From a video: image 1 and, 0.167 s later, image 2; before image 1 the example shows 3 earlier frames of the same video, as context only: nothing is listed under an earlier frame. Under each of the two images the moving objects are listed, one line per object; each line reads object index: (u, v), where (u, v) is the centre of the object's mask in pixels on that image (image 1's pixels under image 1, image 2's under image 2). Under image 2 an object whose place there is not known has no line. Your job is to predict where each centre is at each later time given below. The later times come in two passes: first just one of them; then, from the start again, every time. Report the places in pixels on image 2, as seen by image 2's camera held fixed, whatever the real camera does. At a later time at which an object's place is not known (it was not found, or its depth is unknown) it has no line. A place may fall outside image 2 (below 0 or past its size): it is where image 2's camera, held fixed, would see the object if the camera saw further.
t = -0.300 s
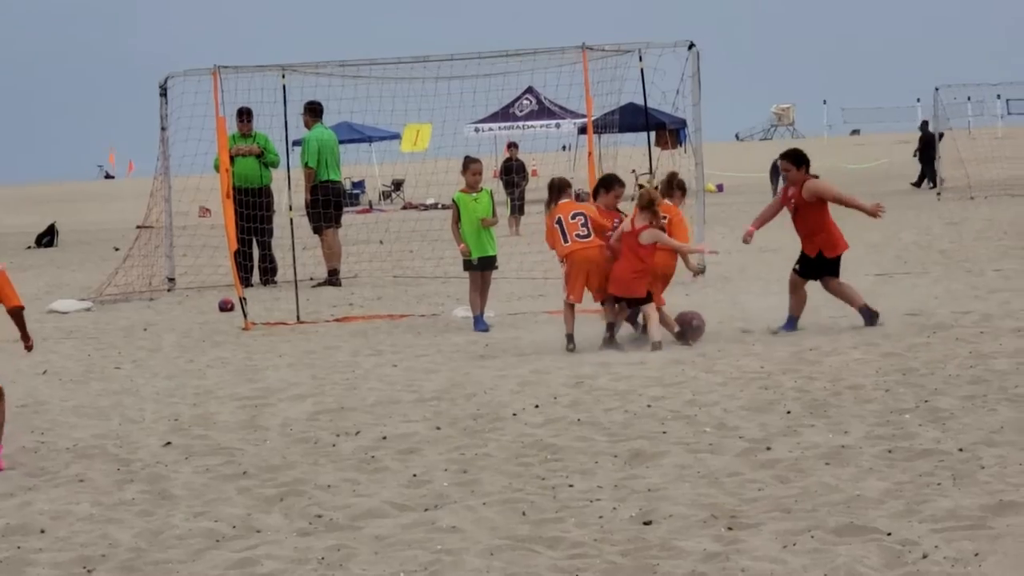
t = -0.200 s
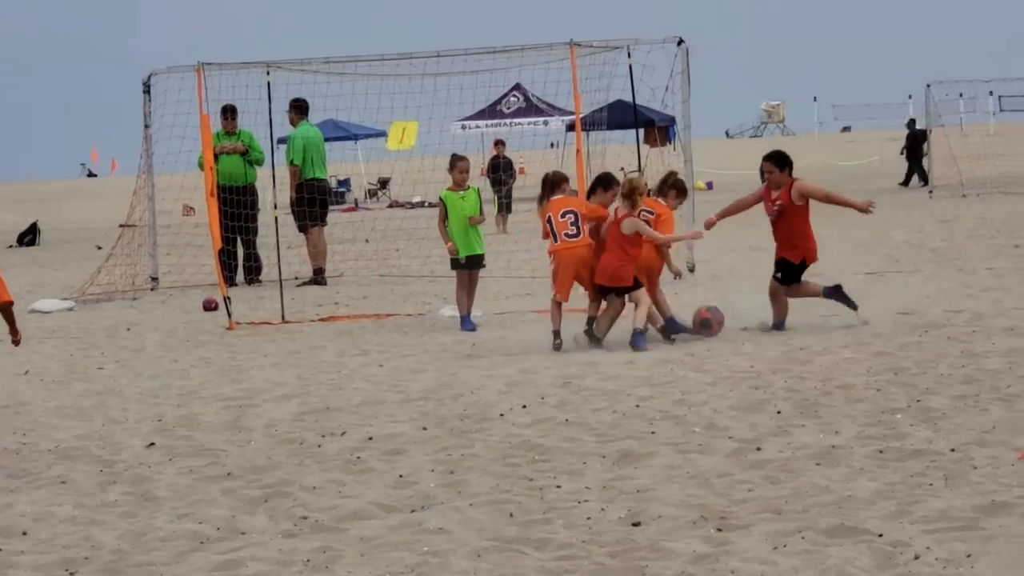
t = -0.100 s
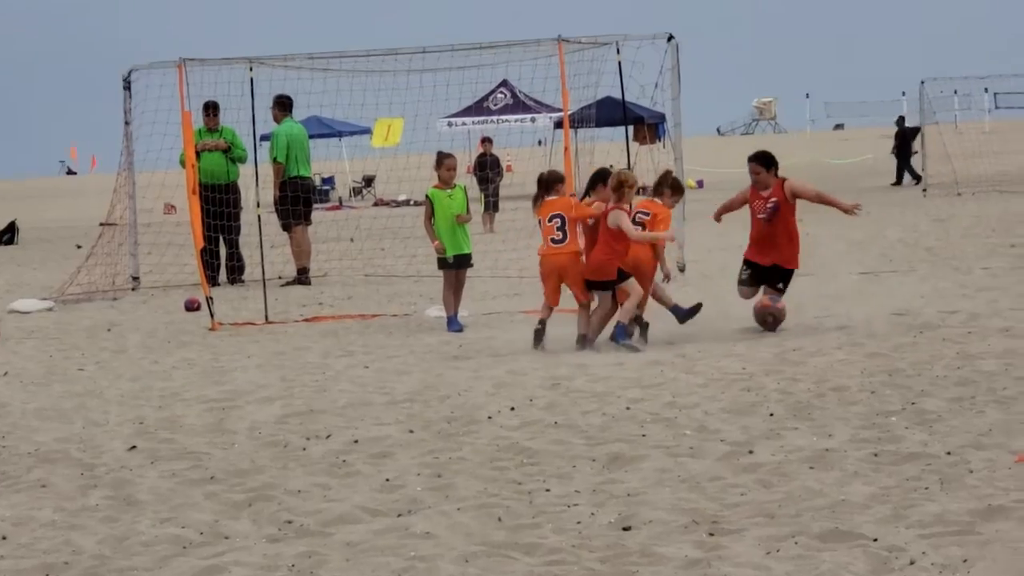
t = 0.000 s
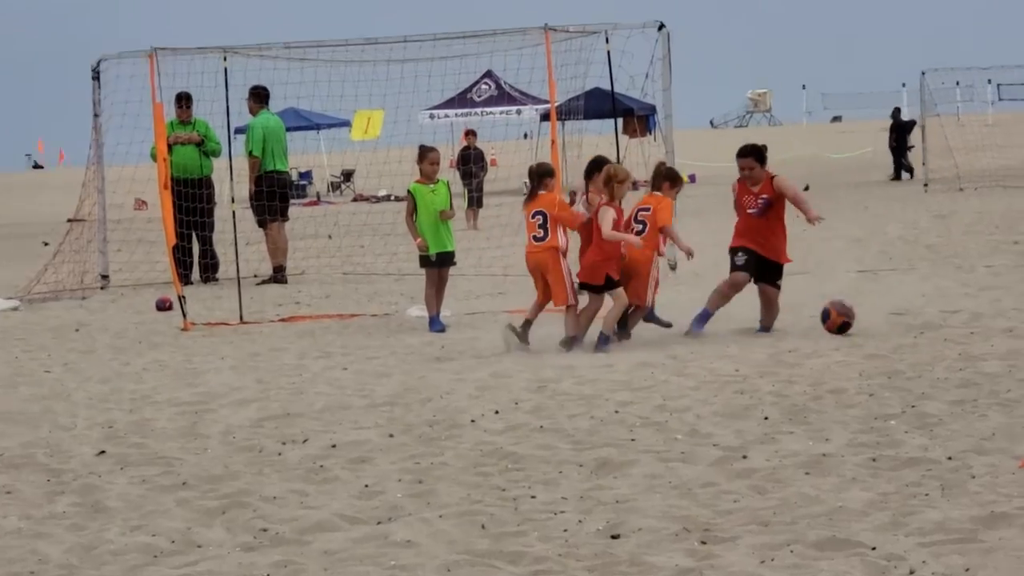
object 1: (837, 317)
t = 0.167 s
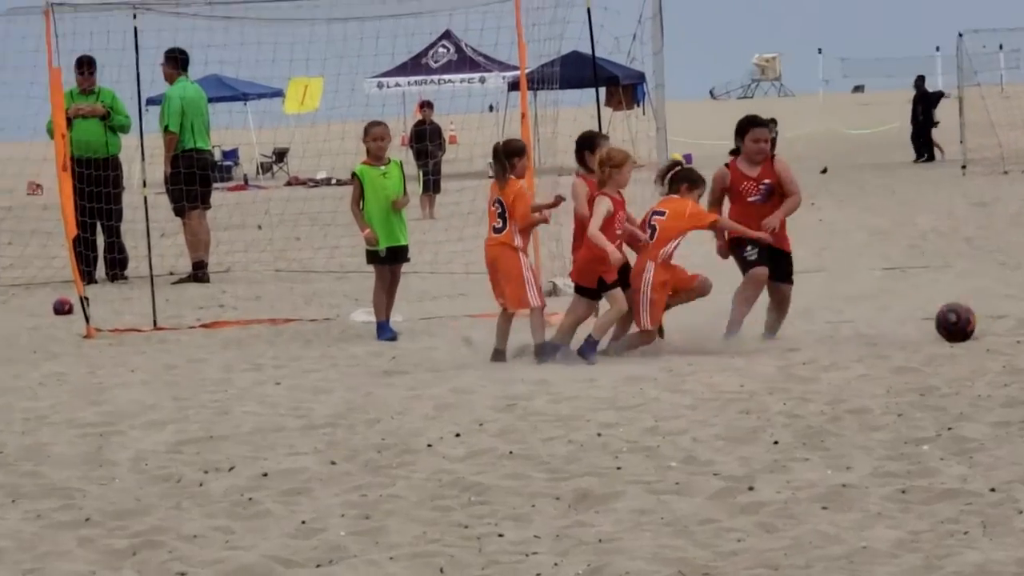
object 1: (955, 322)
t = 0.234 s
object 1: (981, 319)
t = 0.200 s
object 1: (970, 322)
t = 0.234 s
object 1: (981, 319)
